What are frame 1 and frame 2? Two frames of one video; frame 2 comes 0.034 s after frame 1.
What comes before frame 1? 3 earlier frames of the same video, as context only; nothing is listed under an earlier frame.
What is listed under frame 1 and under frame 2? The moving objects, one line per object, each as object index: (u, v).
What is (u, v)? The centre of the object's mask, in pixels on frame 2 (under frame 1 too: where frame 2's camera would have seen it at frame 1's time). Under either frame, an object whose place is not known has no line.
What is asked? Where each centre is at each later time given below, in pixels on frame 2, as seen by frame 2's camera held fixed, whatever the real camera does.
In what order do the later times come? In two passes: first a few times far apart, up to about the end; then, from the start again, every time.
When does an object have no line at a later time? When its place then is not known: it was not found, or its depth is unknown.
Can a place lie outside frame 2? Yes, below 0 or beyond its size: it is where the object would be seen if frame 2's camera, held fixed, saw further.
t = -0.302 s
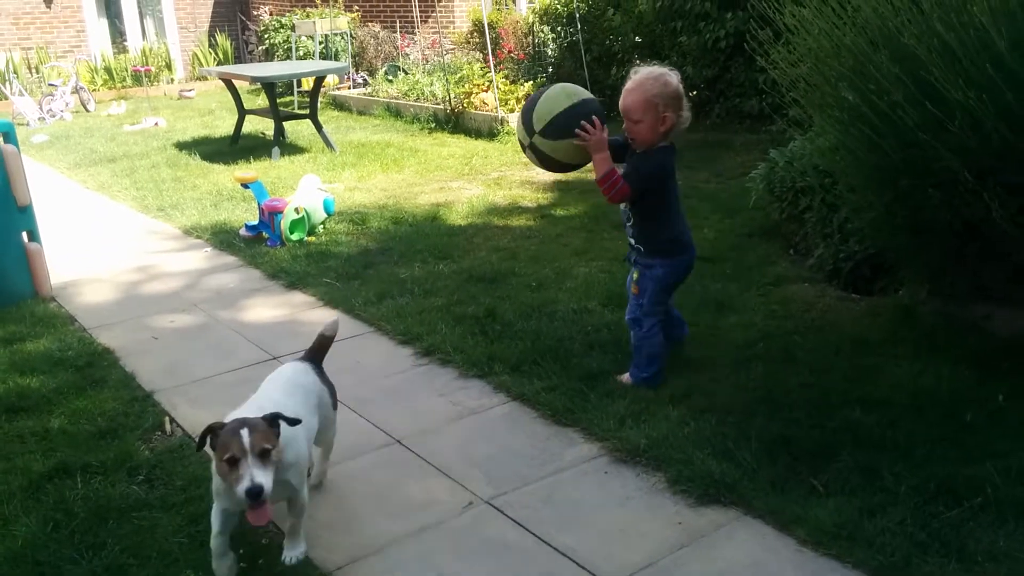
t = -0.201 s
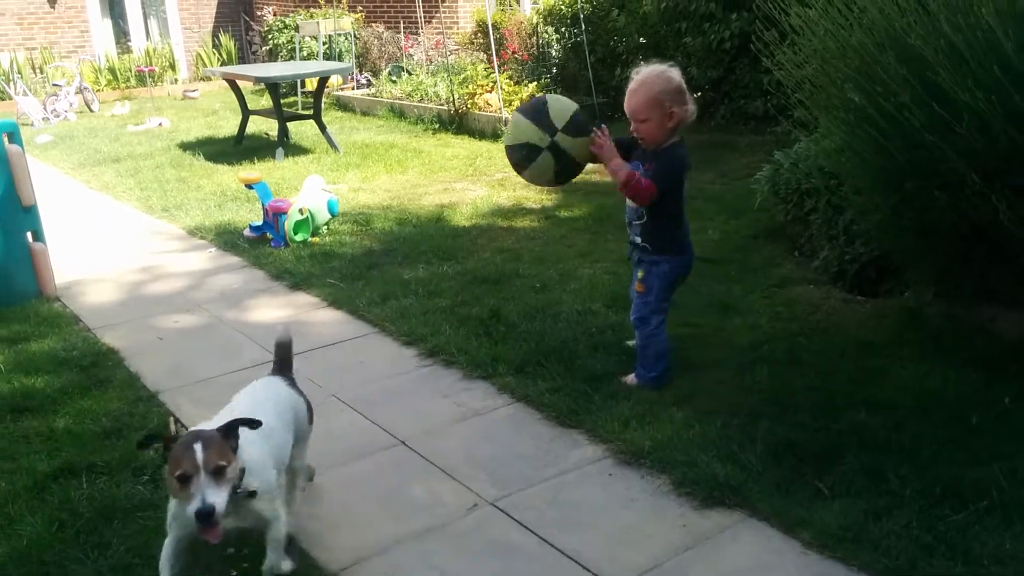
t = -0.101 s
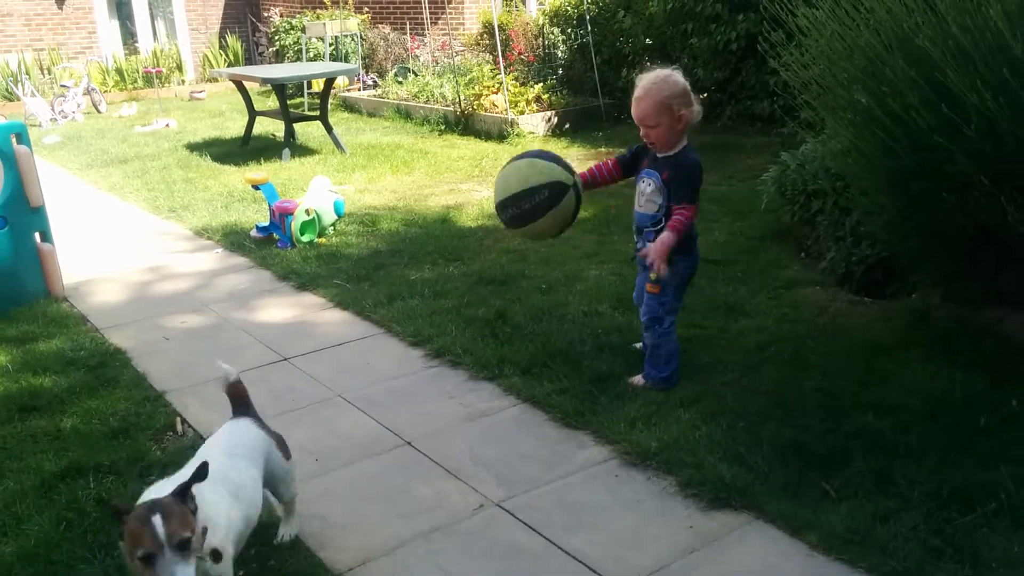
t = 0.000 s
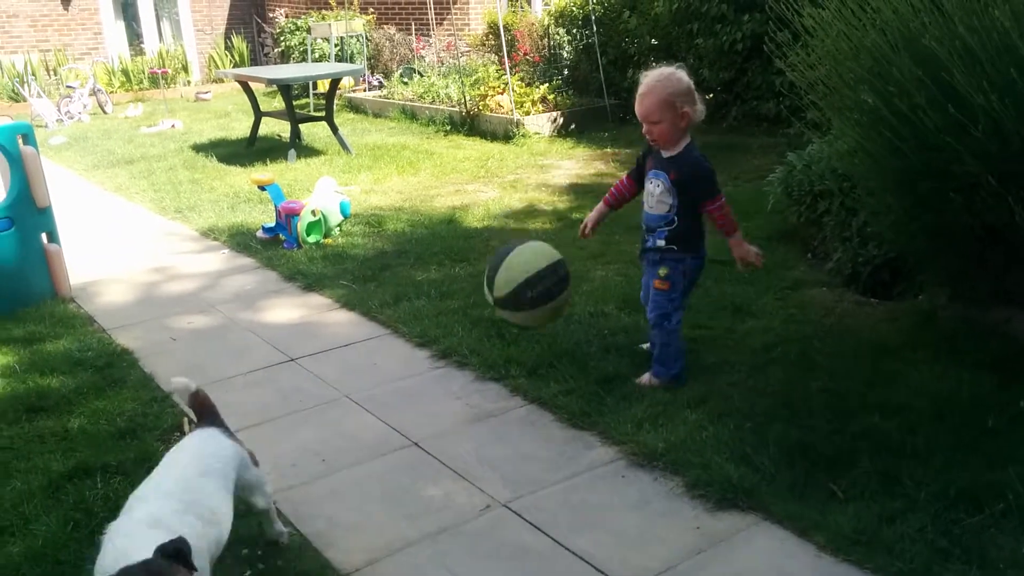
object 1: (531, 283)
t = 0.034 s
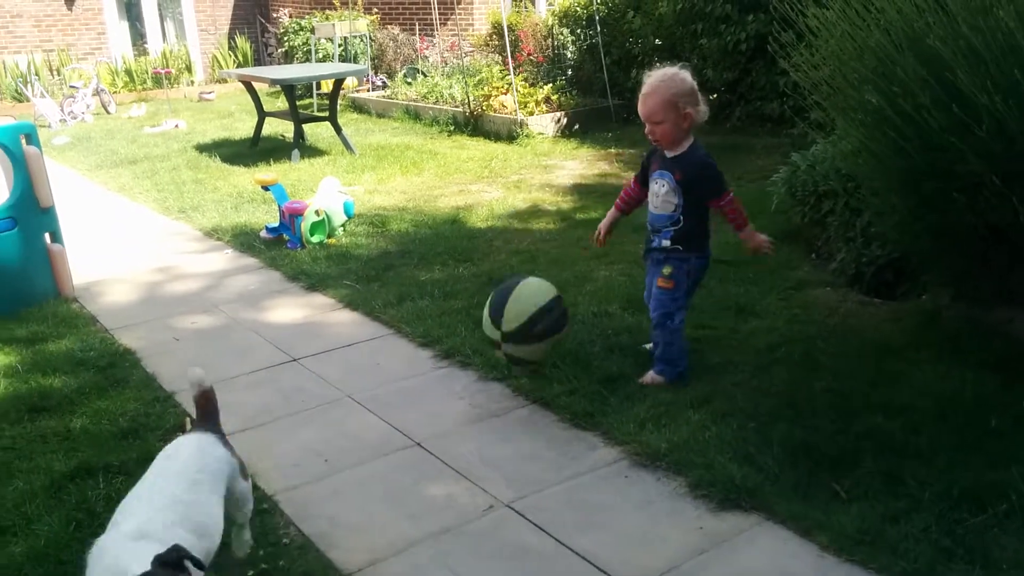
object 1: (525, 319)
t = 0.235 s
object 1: (495, 254)
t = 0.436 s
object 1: (464, 221)
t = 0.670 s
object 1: (436, 347)
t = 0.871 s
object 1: (402, 255)
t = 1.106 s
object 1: (370, 292)
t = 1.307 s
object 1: (339, 270)
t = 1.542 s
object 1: (305, 284)
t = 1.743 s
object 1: (273, 268)
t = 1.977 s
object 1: (245, 297)
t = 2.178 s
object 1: (215, 264)
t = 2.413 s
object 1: (185, 259)
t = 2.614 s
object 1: (160, 260)
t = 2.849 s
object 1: (132, 253)
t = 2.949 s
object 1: (121, 257)
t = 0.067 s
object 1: (521, 360)
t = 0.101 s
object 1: (515, 343)
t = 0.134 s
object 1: (509, 317)
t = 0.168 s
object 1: (505, 294)
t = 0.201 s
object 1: (500, 272)
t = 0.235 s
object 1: (495, 254)
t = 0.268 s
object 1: (489, 238)
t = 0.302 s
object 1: (485, 229)
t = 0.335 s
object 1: (479, 221)
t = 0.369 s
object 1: (474, 217)
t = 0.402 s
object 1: (469, 217)
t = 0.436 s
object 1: (464, 221)
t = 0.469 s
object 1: (460, 229)
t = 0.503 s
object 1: (455, 238)
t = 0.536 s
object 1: (450, 253)
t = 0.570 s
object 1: (446, 272)
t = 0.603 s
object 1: (442, 293)
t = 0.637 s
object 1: (440, 319)
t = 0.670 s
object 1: (436, 347)
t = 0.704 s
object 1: (430, 328)
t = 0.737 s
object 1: (425, 307)
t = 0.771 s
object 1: (419, 289)
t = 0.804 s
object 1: (413, 274)
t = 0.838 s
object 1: (407, 262)
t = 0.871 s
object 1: (402, 255)
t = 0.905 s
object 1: (397, 250)
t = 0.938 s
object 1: (391, 249)
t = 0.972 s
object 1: (387, 249)
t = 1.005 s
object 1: (382, 255)
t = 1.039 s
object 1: (378, 264)
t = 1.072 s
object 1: (374, 275)
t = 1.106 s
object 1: (370, 292)
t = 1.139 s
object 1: (367, 310)
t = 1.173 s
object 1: (363, 329)
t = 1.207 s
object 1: (357, 310)
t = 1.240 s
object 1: (351, 294)
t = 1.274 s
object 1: (344, 280)
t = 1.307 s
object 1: (339, 270)
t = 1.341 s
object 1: (333, 263)
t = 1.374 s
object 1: (327, 258)
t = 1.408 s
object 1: (322, 257)
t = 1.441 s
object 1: (317, 259)
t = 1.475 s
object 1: (313, 264)
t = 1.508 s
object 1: (308, 272)
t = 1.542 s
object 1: (305, 284)
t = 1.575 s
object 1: (301, 298)
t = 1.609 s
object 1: (298, 313)
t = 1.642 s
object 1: (292, 297)
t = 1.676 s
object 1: (286, 285)
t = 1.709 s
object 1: (279, 275)
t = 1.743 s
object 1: (273, 268)
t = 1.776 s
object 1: (268, 264)
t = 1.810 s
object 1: (264, 263)
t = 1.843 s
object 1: (259, 265)
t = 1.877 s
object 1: (255, 270)
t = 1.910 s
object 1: (251, 277)
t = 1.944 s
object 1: (248, 288)
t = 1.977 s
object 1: (245, 297)
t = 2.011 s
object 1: (239, 284)
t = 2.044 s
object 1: (233, 275)
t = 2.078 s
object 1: (228, 268)
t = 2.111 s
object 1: (223, 264)
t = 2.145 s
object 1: (219, 263)
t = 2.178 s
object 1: (215, 264)
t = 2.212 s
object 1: (212, 269)
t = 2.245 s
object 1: (208, 276)
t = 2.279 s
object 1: (206, 285)
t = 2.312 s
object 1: (200, 274)
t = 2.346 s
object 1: (195, 267)
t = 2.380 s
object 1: (190, 262)
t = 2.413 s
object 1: (185, 259)
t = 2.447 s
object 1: (181, 260)
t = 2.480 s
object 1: (177, 263)
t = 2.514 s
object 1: (174, 268)
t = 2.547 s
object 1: (171, 273)
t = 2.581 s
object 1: (165, 266)
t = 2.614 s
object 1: (160, 260)
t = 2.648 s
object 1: (155, 256)
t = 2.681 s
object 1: (151, 256)
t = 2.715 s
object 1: (148, 258)
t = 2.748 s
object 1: (144, 262)
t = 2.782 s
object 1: (141, 264)
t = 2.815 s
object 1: (136, 257)
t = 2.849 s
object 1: (132, 253)
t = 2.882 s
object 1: (128, 252)
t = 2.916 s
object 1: (124, 252)
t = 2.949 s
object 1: (121, 257)
